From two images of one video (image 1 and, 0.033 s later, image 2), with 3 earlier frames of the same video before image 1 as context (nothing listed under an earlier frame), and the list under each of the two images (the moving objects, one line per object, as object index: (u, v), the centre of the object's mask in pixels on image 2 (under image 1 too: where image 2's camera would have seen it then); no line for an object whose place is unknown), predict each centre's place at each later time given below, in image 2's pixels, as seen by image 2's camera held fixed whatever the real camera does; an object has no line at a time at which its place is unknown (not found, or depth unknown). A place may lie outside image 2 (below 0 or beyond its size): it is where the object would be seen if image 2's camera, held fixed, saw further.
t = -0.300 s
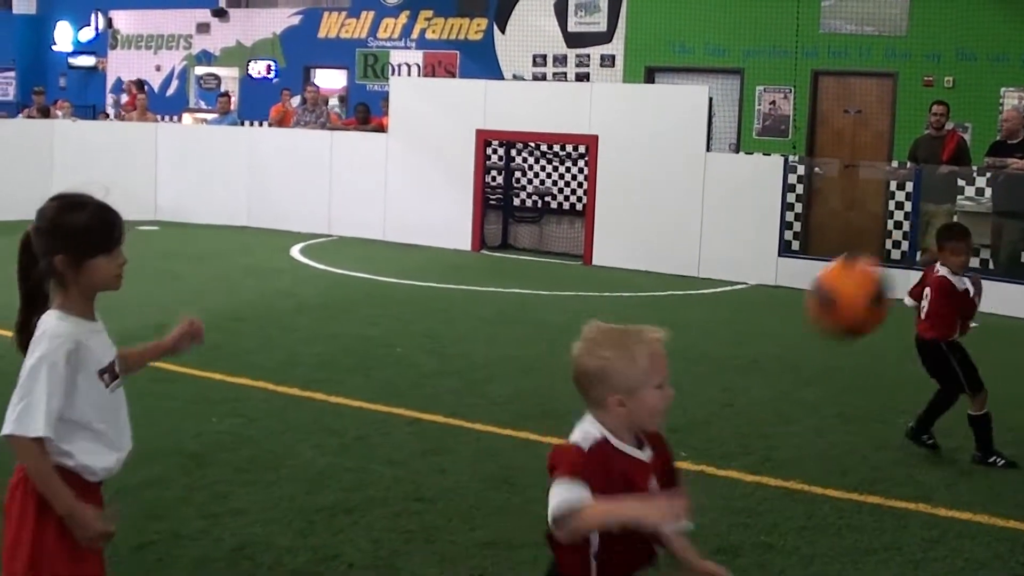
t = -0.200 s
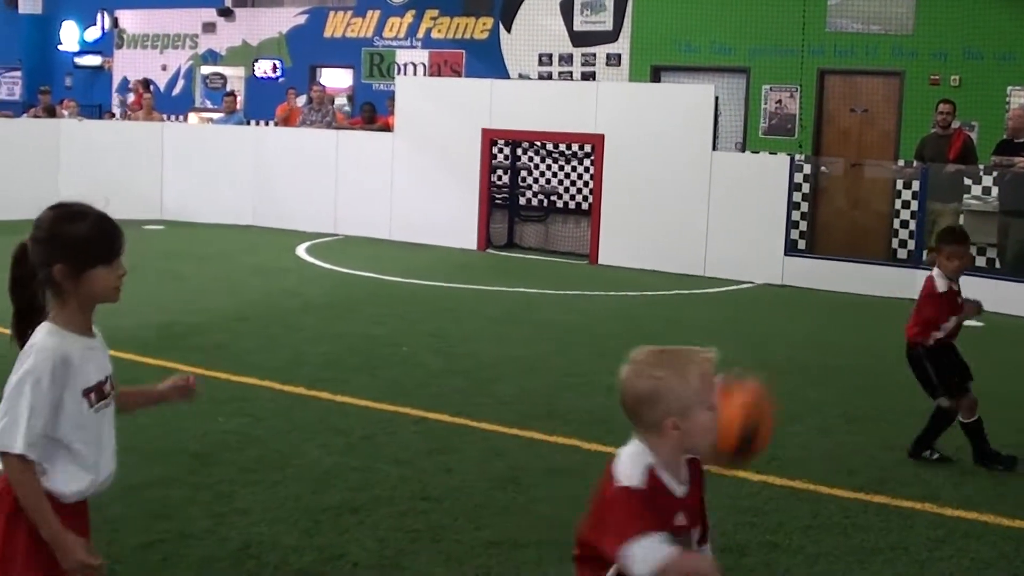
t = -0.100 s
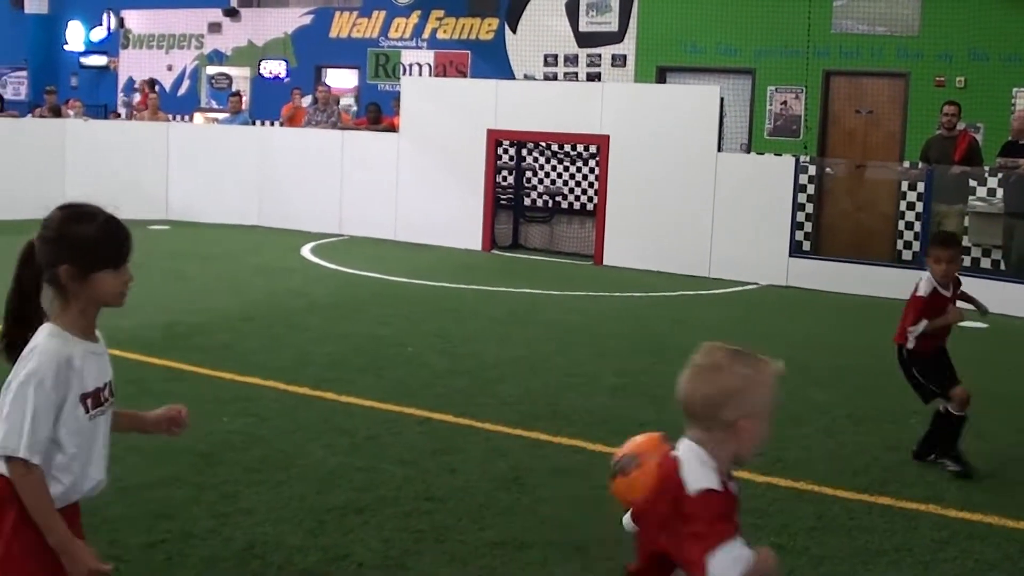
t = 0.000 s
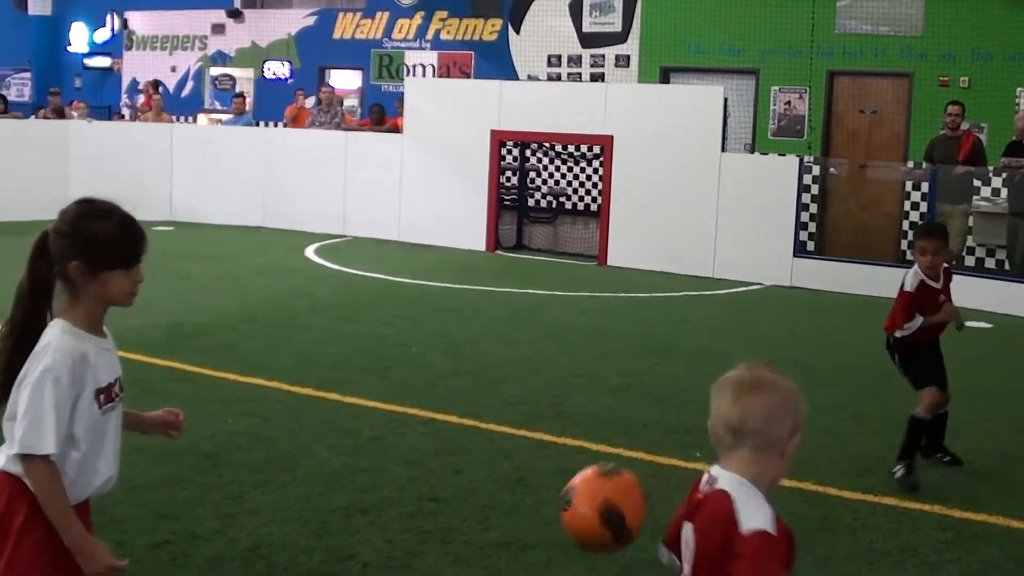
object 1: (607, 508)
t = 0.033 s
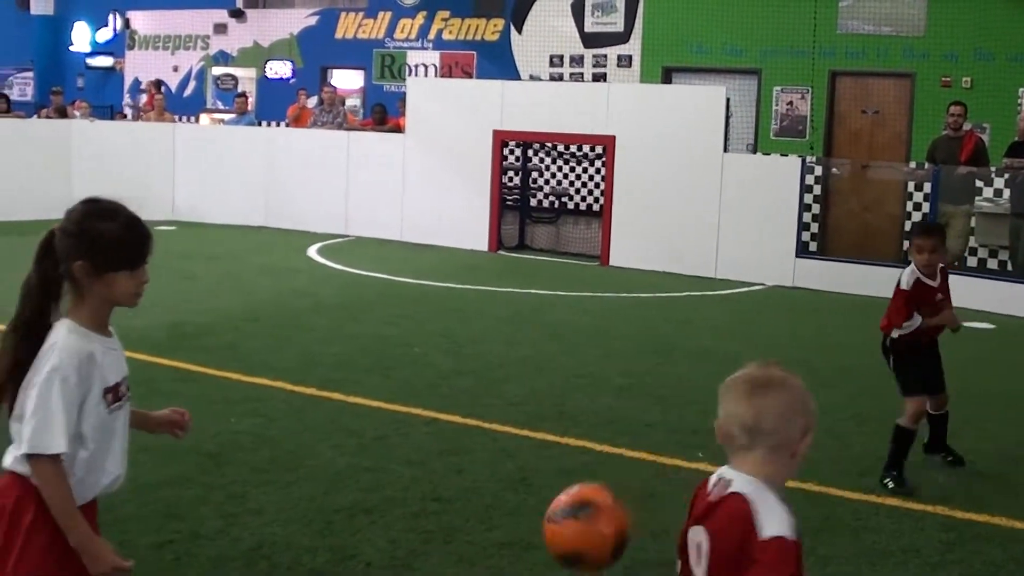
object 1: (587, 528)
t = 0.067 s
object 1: (567, 545)
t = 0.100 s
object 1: (550, 559)
